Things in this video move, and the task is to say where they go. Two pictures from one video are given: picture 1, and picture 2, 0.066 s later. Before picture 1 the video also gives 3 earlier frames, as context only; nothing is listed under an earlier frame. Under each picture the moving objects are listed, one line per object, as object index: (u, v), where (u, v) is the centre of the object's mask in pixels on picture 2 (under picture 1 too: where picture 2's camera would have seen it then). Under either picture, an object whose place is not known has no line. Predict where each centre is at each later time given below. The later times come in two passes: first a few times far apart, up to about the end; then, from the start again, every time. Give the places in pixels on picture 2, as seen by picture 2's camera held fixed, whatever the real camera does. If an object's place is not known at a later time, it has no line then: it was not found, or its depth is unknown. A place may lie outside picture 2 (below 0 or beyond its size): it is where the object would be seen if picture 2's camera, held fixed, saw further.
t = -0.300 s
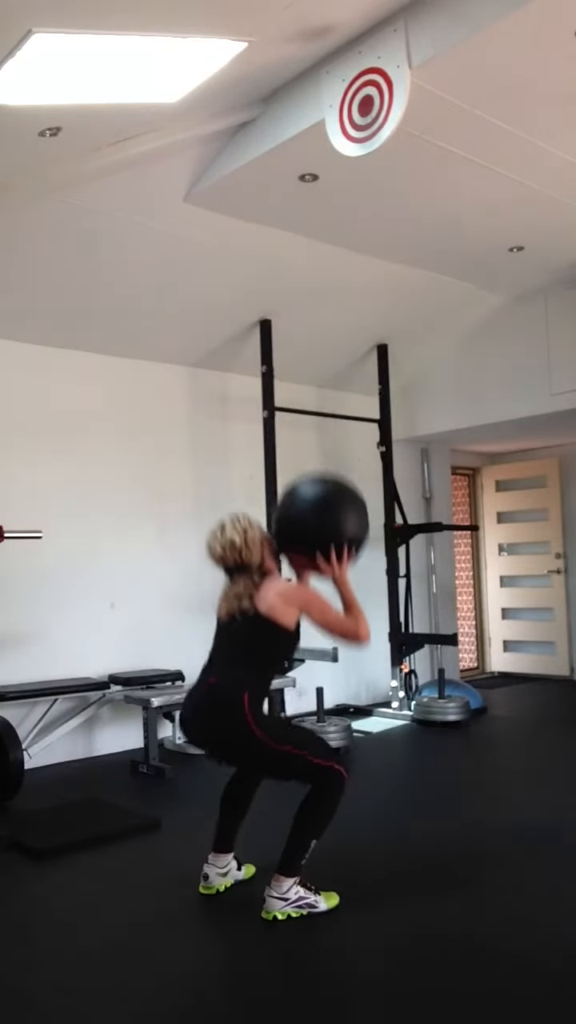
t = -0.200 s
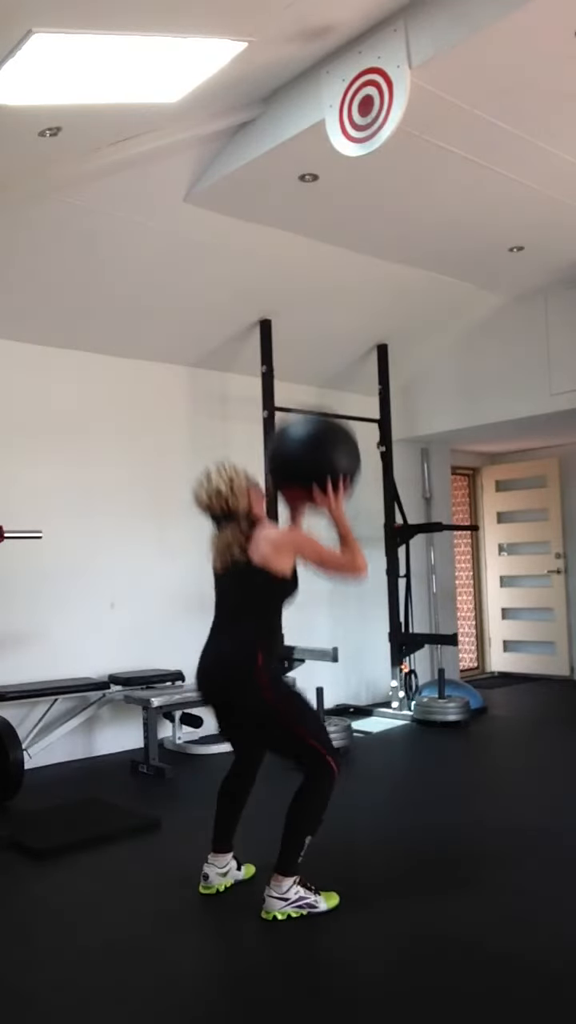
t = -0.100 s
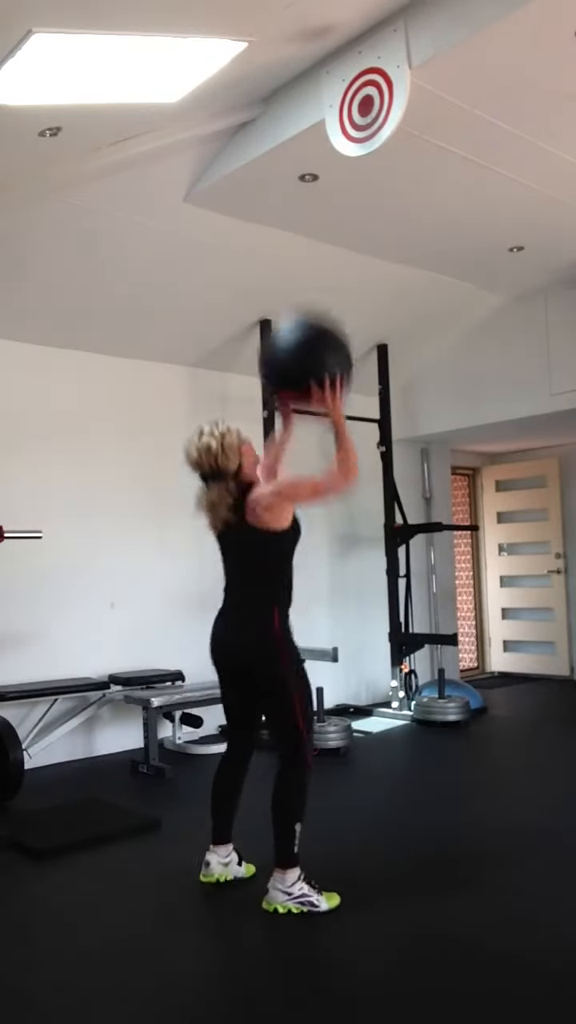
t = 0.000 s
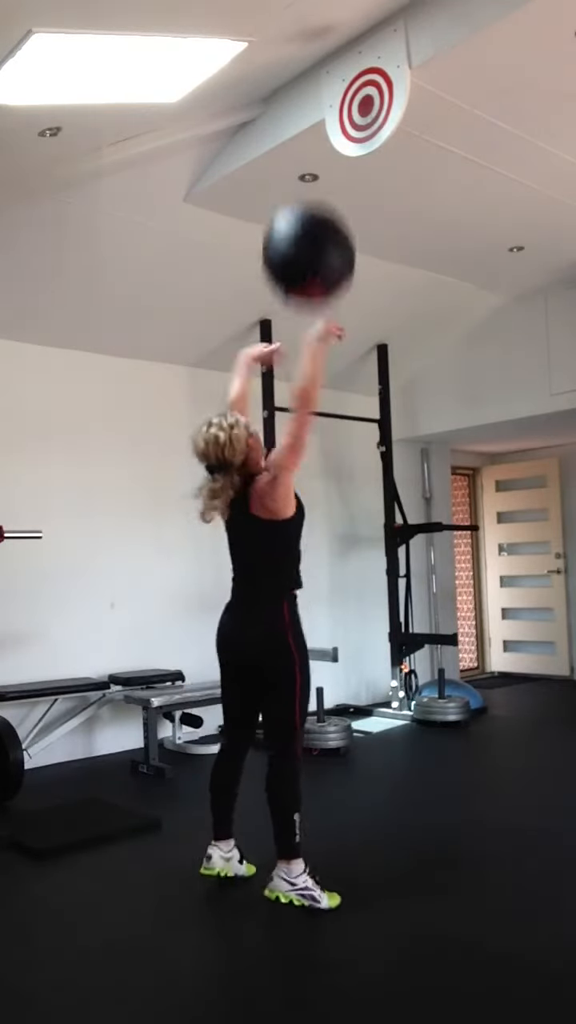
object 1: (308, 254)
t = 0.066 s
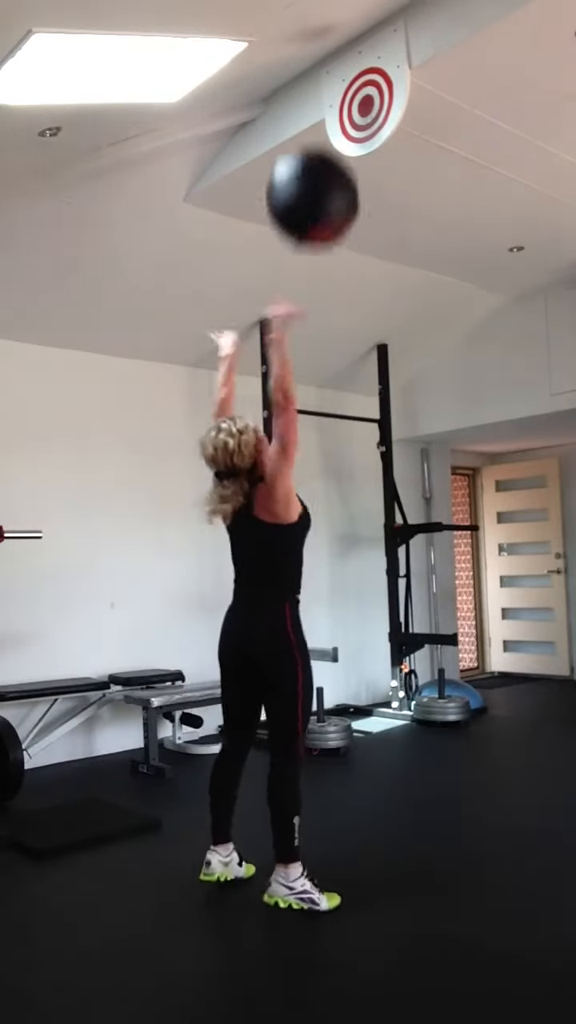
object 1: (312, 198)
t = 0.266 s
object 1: (323, 94)
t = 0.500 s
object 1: (338, 98)
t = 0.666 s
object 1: (335, 166)
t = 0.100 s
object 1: (314, 175)
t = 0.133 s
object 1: (316, 153)
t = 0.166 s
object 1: (318, 136)
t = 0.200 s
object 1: (318, 116)
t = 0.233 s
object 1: (323, 106)
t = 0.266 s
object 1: (323, 94)
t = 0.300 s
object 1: (325, 87)
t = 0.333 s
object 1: (328, 83)
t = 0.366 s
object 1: (331, 81)
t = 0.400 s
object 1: (334, 82)
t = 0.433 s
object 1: (337, 86)
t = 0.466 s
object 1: (341, 93)
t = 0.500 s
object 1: (338, 98)
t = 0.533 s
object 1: (340, 107)
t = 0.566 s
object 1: (338, 117)
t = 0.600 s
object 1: (337, 130)
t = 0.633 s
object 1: (336, 147)
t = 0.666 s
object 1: (335, 166)
